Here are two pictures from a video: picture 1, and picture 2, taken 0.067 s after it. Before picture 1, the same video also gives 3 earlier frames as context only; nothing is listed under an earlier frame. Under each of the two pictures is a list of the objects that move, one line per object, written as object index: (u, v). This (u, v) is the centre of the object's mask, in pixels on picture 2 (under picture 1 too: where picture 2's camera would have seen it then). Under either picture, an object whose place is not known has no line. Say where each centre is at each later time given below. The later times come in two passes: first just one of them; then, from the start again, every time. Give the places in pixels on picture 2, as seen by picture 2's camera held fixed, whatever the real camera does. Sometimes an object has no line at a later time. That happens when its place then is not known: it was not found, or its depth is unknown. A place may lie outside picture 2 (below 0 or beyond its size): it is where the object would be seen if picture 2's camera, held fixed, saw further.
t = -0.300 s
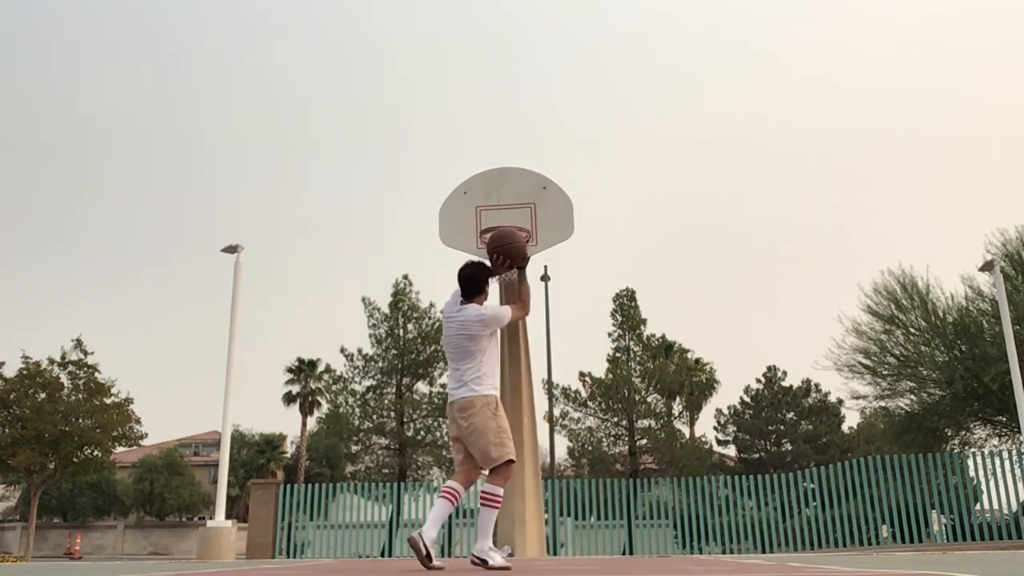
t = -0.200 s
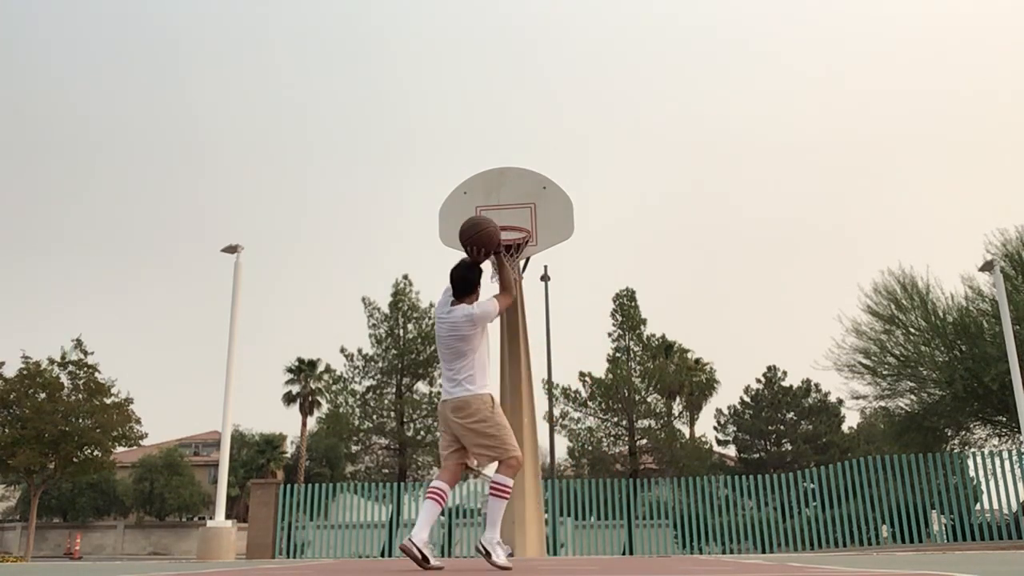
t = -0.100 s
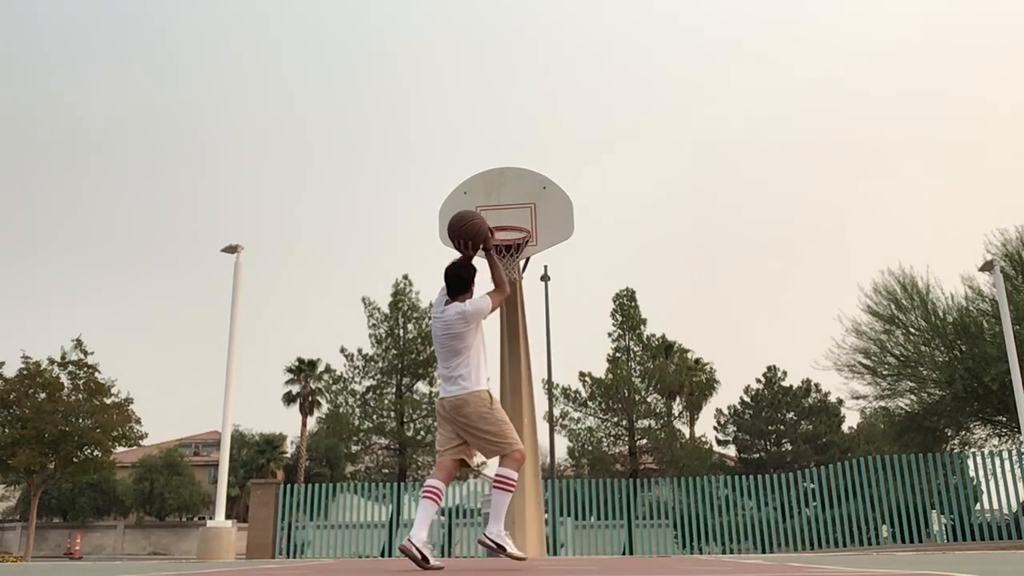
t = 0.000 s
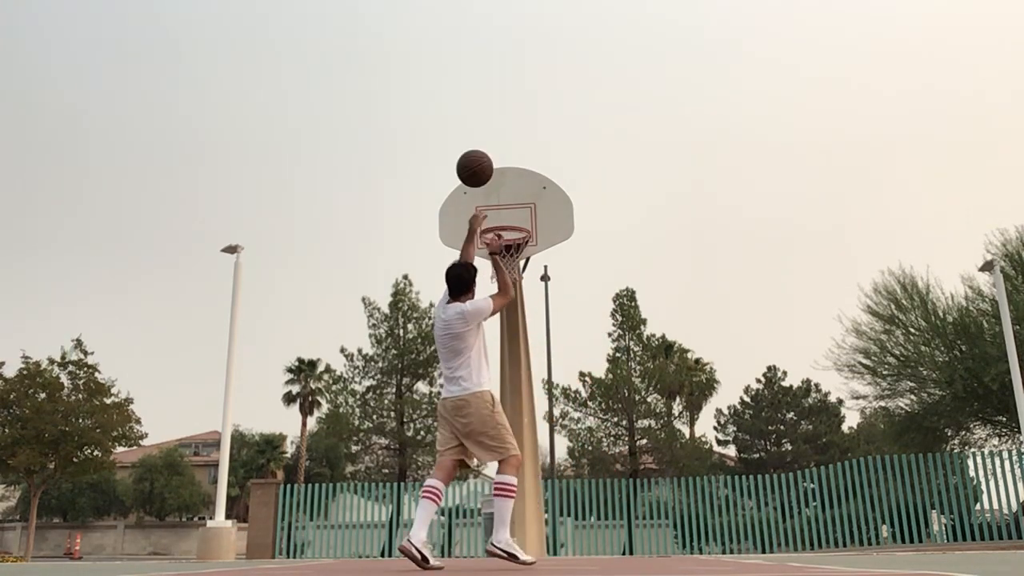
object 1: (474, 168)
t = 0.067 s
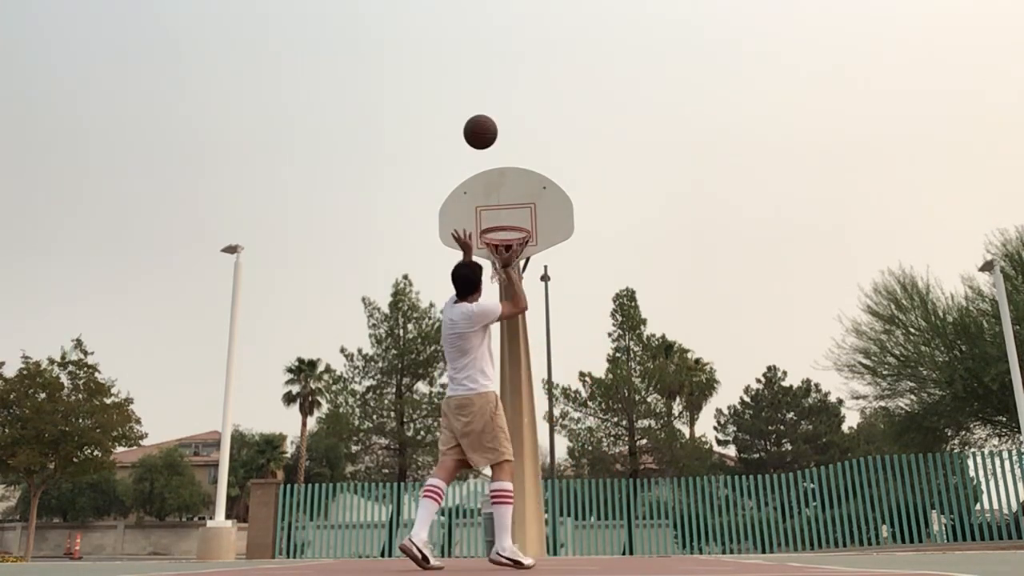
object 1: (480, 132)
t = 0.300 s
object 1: (497, 122)
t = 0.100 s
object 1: (483, 117)
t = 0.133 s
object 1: (485, 113)
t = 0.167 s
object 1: (489, 108)
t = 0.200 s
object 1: (490, 107)
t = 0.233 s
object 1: (493, 110)
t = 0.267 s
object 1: (494, 113)
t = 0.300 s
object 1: (497, 122)
